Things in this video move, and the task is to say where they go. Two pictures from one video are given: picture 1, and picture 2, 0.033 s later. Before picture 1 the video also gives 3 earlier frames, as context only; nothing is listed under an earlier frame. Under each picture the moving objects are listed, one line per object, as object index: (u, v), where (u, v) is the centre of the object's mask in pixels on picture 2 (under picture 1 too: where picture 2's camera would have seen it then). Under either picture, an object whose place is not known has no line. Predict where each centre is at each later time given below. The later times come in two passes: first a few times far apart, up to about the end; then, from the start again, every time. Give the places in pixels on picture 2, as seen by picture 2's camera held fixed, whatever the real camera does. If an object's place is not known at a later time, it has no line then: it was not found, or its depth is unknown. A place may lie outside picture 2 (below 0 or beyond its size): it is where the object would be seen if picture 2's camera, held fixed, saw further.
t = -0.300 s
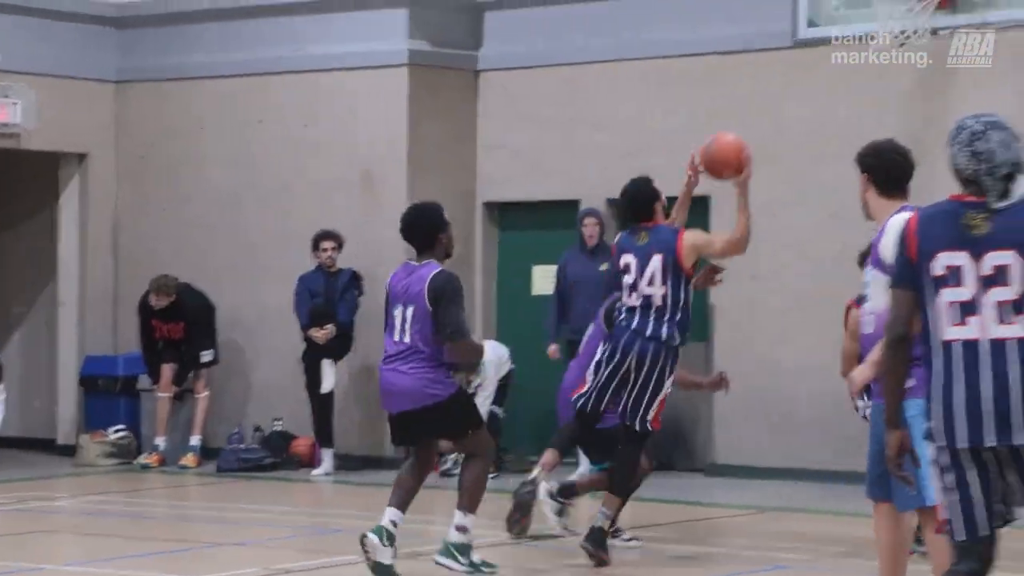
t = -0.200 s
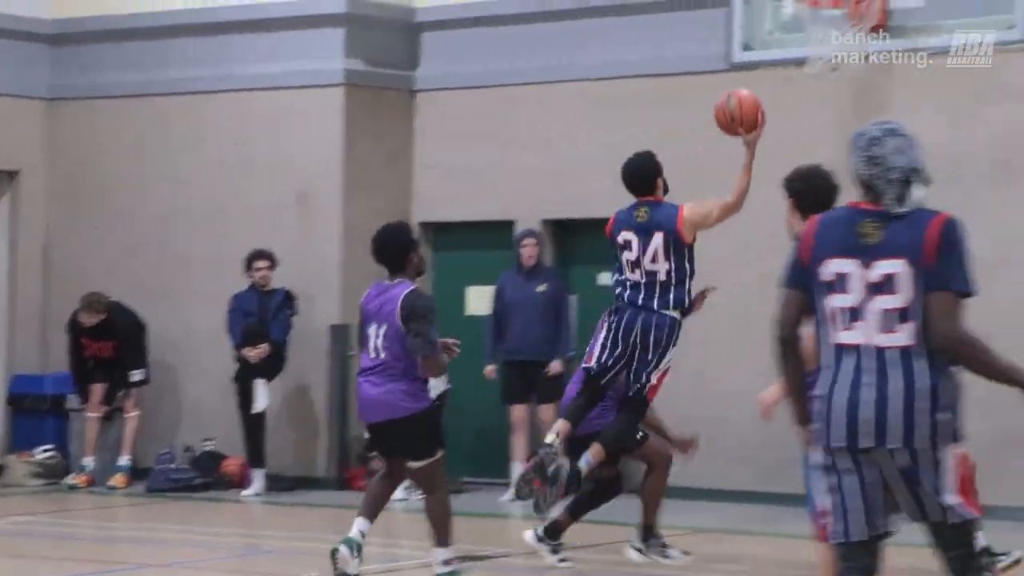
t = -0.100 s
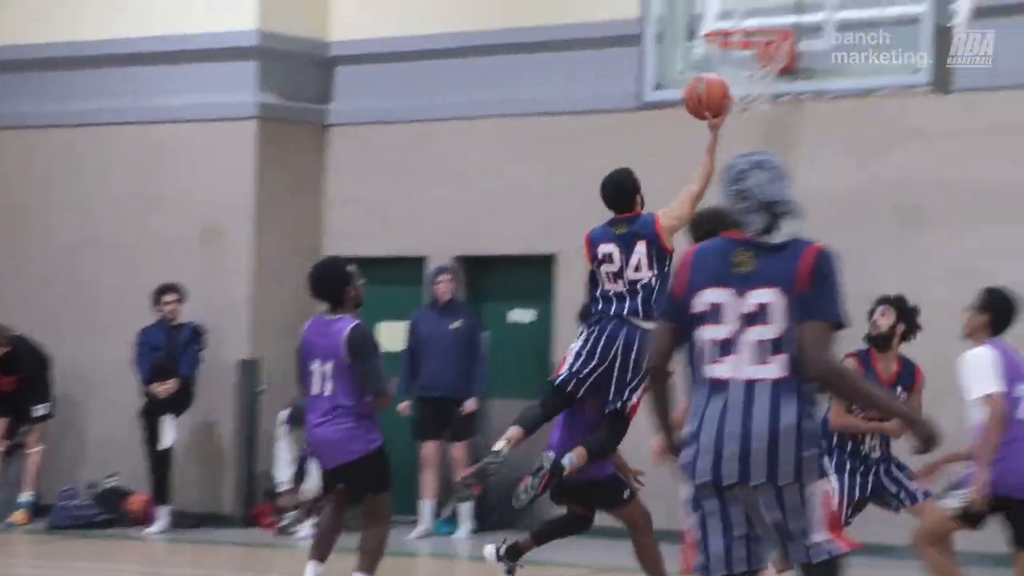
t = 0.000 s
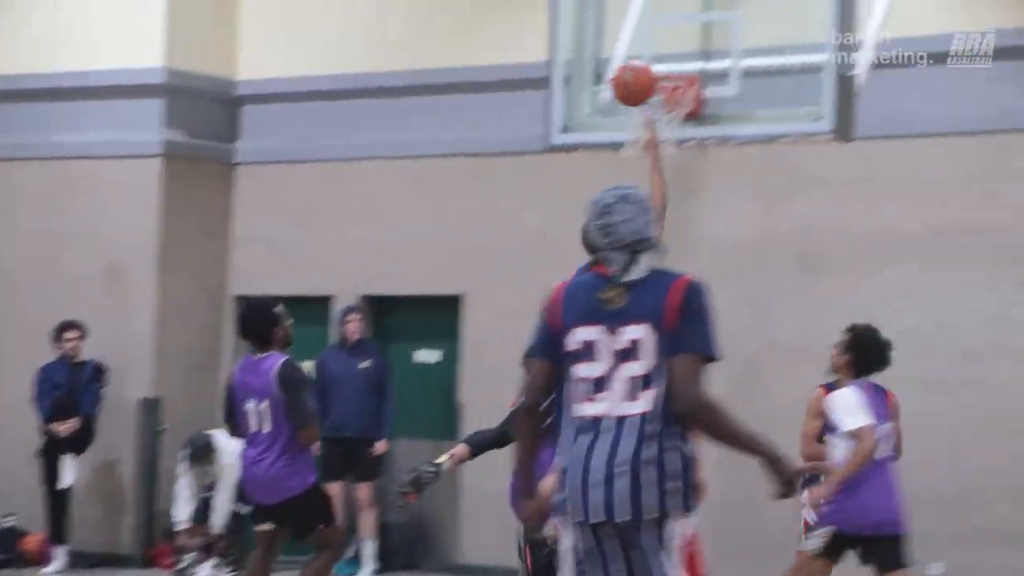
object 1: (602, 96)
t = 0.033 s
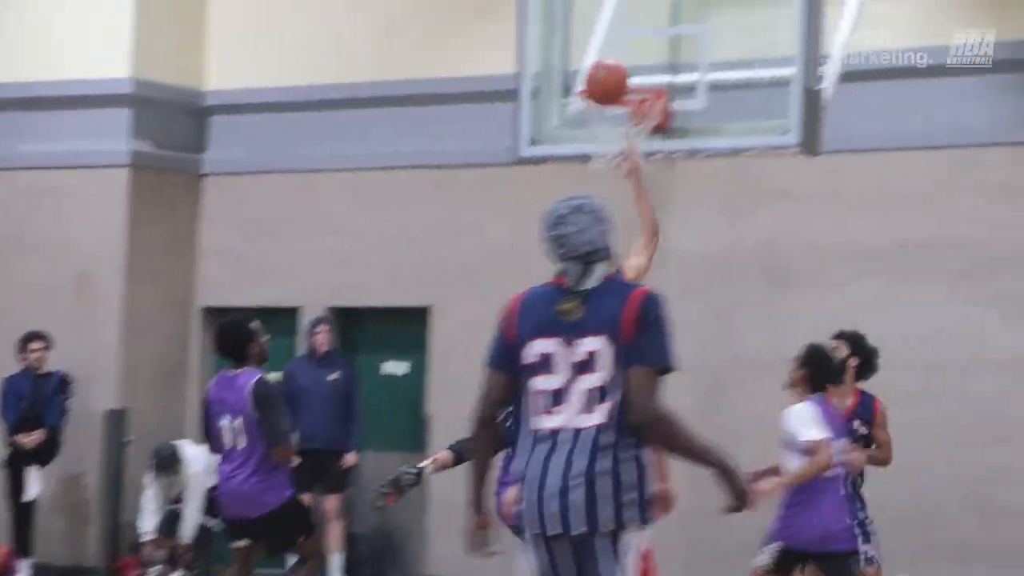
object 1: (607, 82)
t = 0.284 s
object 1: (634, 44)
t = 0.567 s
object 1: (644, 43)
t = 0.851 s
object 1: (634, 71)
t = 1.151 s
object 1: (630, 61)
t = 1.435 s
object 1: (622, 61)
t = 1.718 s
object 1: (613, 172)
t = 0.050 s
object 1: (609, 76)
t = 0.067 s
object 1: (611, 70)
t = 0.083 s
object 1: (613, 65)
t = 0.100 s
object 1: (615, 59)
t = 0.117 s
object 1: (618, 56)
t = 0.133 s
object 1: (620, 52)
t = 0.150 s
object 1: (621, 49)
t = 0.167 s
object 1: (622, 47)
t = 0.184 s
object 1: (624, 45)
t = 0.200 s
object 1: (626, 43)
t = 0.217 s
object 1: (628, 42)
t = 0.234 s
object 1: (629, 42)
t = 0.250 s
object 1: (631, 42)
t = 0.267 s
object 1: (633, 43)
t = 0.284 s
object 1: (634, 44)
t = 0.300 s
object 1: (636, 45)
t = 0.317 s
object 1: (637, 48)
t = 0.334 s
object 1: (639, 50)
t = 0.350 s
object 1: (640, 53)
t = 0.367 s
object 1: (642, 57)
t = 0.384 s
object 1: (643, 61)
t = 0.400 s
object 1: (645, 65)
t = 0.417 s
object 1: (646, 69)
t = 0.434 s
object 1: (648, 71)
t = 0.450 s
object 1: (648, 69)
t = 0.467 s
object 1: (648, 64)
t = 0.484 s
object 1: (647, 60)
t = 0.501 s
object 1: (646, 55)
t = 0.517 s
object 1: (646, 52)
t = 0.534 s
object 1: (645, 48)
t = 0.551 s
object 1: (645, 45)
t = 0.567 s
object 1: (644, 43)
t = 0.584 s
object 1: (643, 40)
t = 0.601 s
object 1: (643, 39)
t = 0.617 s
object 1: (642, 38)
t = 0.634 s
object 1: (641, 38)
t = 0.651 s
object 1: (641, 38)
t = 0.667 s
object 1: (641, 38)
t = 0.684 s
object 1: (640, 39)
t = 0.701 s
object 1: (639, 41)
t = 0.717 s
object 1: (639, 43)
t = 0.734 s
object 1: (638, 46)
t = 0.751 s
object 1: (638, 49)
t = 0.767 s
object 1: (637, 52)
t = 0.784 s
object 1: (637, 56)
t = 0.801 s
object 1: (636, 61)
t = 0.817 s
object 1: (635, 65)
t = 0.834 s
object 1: (635, 68)
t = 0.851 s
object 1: (634, 71)
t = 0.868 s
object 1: (634, 69)
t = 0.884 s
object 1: (634, 66)
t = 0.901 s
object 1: (634, 62)
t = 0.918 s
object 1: (633, 59)
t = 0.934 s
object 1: (633, 56)
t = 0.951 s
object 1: (633, 53)
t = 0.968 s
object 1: (633, 51)
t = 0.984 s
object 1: (633, 49)
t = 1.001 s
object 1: (633, 48)
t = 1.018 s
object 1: (632, 48)
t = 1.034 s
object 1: (632, 48)
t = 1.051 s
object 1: (632, 48)
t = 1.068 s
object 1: (632, 49)
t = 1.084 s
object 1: (631, 50)
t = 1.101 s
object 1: (631, 52)
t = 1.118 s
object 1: (631, 54)
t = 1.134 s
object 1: (630, 58)
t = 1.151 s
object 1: (630, 61)
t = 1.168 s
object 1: (629, 65)
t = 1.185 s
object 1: (629, 68)
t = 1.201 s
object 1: (628, 71)
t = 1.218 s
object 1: (628, 70)
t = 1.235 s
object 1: (628, 68)
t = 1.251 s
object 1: (627, 65)
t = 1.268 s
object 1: (627, 63)
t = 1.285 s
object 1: (626, 60)
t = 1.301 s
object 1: (626, 58)
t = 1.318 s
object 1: (626, 56)
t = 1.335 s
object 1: (626, 56)
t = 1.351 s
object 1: (625, 56)
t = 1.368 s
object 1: (624, 56)
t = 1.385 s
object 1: (623, 56)
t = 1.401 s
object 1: (623, 57)
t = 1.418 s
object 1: (623, 59)
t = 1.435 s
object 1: (622, 61)
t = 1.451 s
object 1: (622, 64)
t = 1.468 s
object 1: (621, 66)
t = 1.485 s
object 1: (620, 68)
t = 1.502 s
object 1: (620, 71)
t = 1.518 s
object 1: (619, 73)
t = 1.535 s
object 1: (619, 75)
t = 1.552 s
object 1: (619, 78)
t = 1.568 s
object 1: (615, 96)
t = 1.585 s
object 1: (616, 105)
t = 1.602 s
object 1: (616, 109)
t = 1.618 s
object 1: (616, 114)
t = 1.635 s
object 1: (616, 123)
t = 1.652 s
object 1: (614, 133)
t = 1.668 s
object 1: (615, 142)
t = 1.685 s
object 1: (613, 153)
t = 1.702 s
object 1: (613, 162)
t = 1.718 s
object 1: (613, 172)
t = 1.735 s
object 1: (613, 181)
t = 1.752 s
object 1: (612, 191)
